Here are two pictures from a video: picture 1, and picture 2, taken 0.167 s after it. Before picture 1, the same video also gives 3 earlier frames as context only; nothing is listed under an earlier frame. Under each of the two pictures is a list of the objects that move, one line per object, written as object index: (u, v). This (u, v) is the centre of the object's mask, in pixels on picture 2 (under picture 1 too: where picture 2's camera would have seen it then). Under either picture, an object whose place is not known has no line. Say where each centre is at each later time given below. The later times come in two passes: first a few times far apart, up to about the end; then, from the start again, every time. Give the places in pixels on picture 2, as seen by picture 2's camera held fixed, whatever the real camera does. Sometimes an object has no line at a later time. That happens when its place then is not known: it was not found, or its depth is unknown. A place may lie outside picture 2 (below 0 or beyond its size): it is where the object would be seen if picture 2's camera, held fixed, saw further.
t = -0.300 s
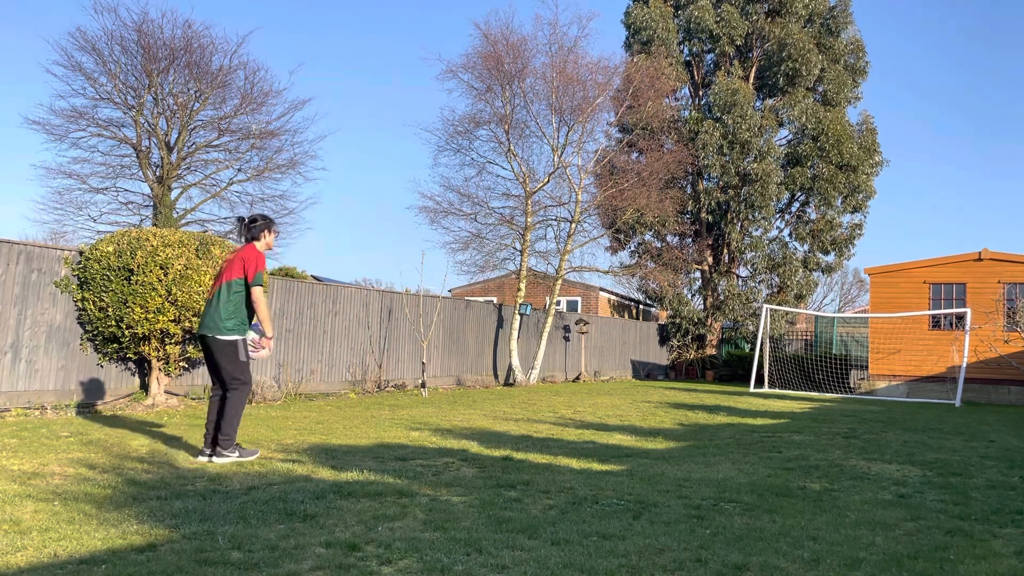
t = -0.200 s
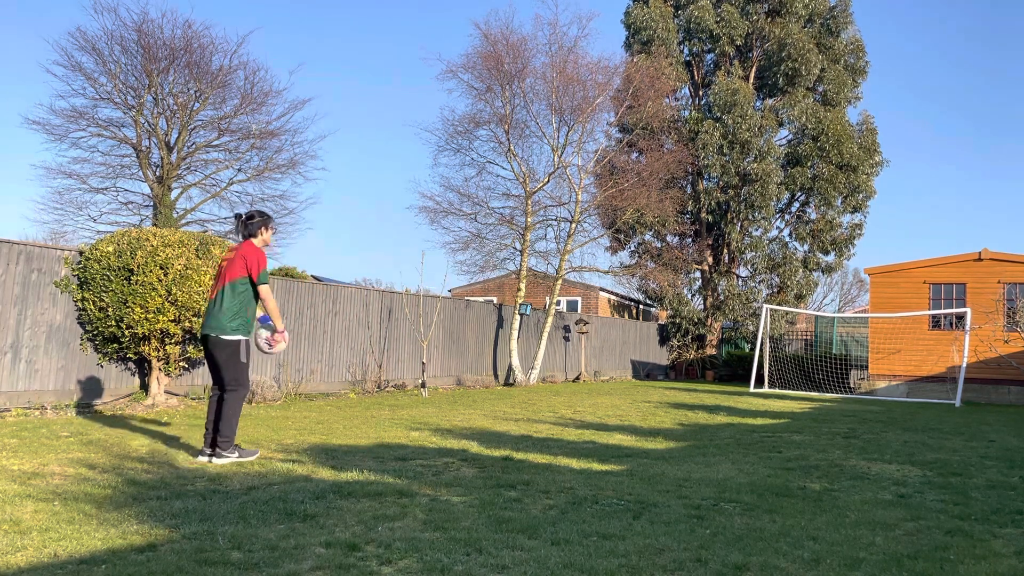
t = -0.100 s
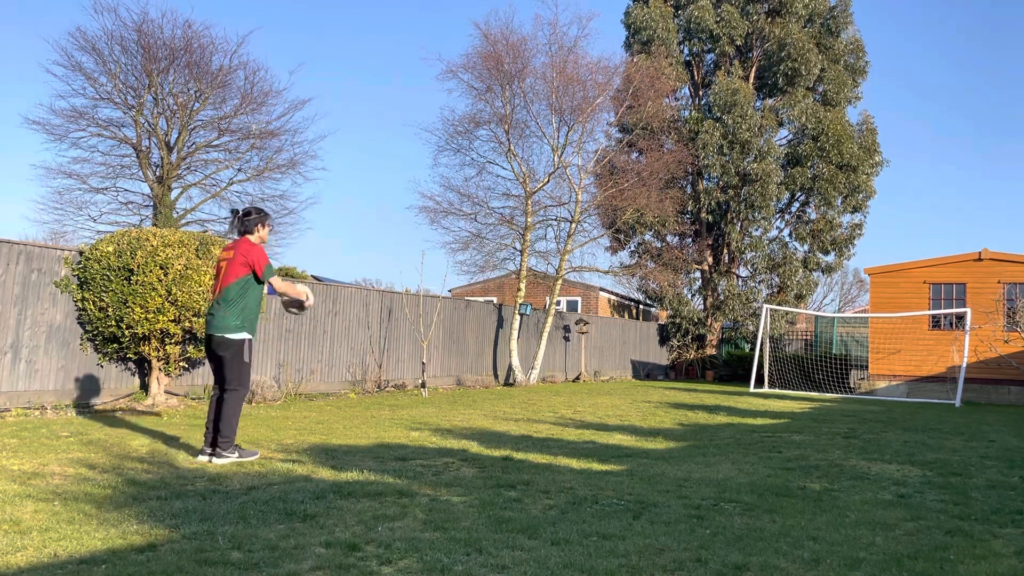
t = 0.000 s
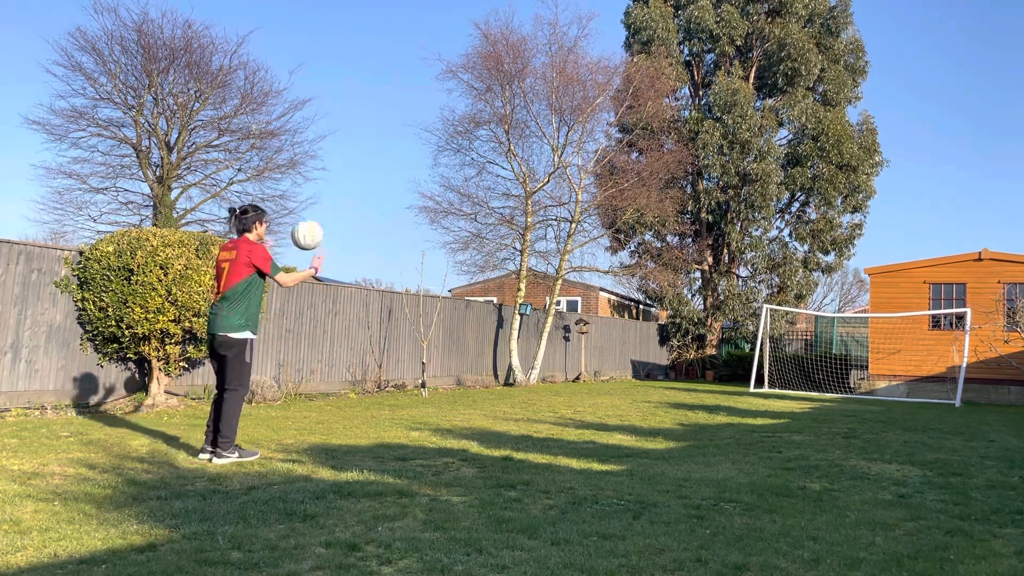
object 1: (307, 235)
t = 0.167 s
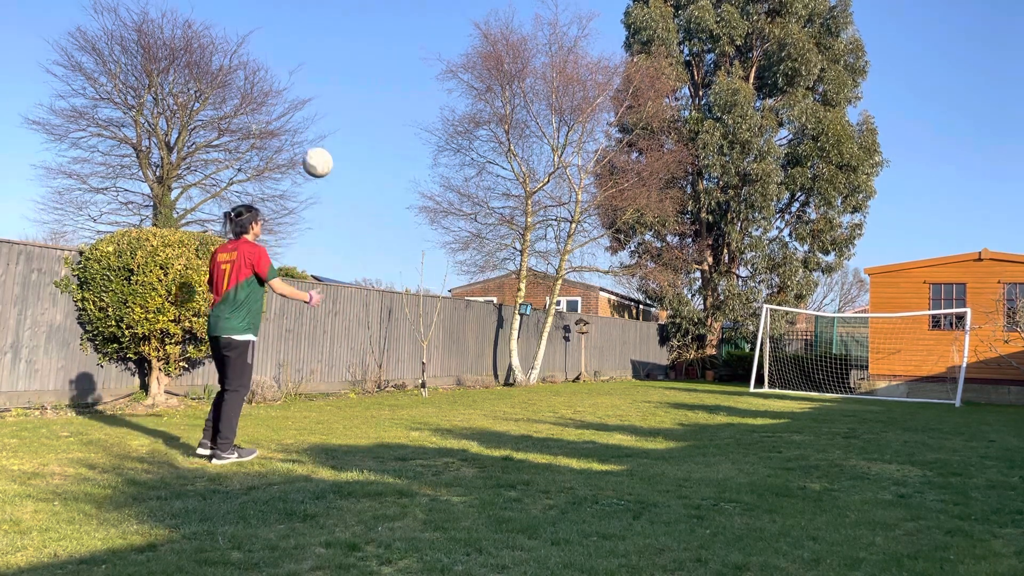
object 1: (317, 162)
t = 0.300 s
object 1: (323, 133)
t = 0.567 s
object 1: (329, 142)
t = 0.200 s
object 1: (319, 153)
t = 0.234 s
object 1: (320, 144)
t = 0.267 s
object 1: (322, 138)
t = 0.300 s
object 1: (323, 133)
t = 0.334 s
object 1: (324, 129)
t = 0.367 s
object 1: (325, 127)
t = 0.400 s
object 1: (326, 125)
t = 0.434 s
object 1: (326, 126)
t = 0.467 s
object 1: (327, 128)
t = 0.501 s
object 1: (327, 131)
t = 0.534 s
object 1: (328, 136)
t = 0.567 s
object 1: (329, 142)
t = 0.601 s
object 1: (329, 149)
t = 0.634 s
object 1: (329, 157)
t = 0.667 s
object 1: (329, 167)
